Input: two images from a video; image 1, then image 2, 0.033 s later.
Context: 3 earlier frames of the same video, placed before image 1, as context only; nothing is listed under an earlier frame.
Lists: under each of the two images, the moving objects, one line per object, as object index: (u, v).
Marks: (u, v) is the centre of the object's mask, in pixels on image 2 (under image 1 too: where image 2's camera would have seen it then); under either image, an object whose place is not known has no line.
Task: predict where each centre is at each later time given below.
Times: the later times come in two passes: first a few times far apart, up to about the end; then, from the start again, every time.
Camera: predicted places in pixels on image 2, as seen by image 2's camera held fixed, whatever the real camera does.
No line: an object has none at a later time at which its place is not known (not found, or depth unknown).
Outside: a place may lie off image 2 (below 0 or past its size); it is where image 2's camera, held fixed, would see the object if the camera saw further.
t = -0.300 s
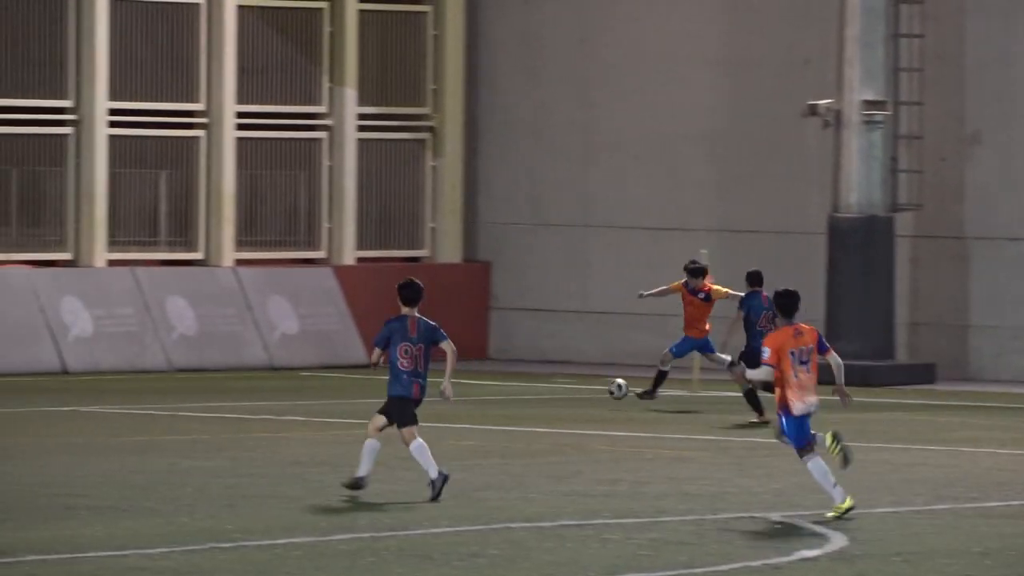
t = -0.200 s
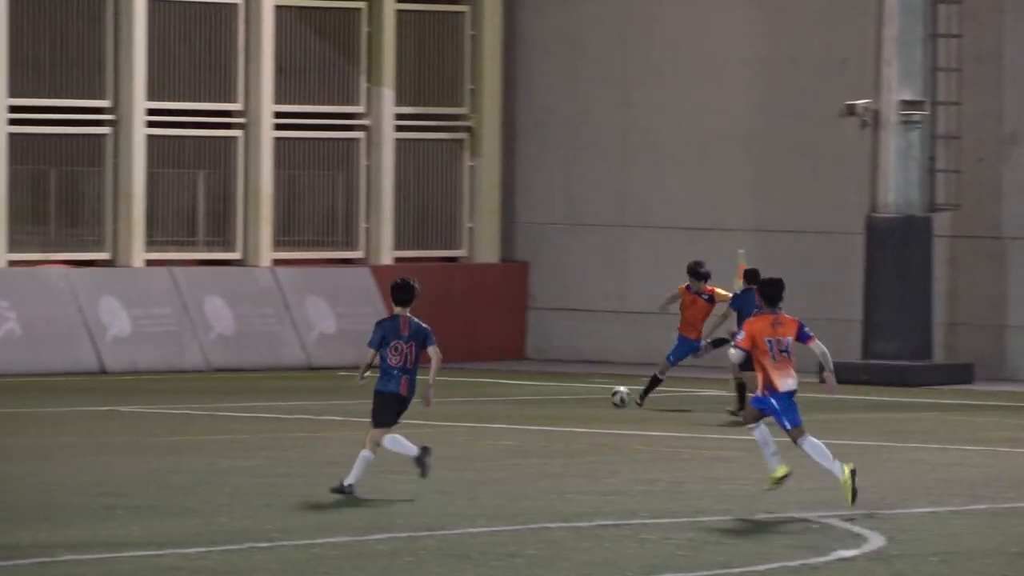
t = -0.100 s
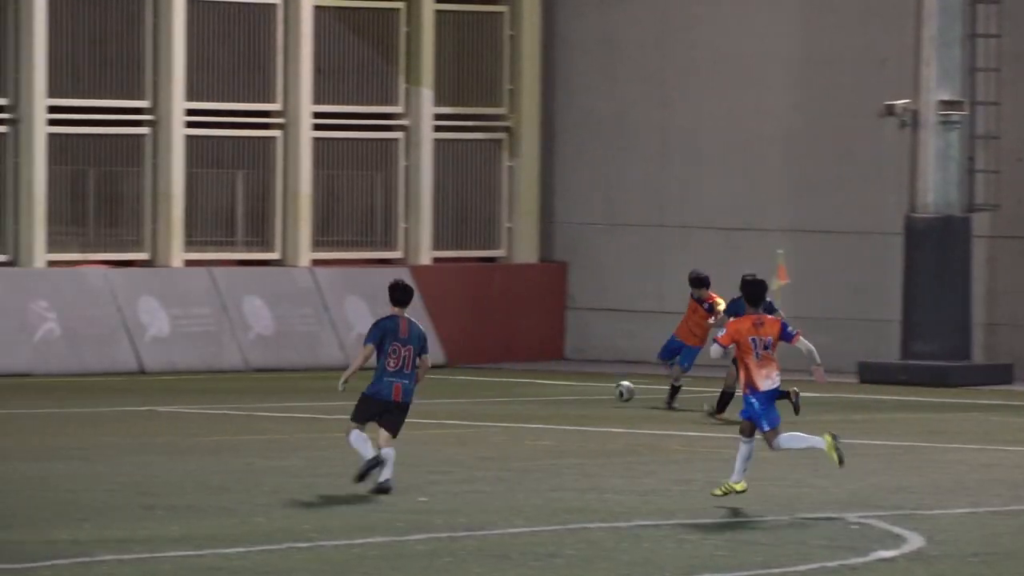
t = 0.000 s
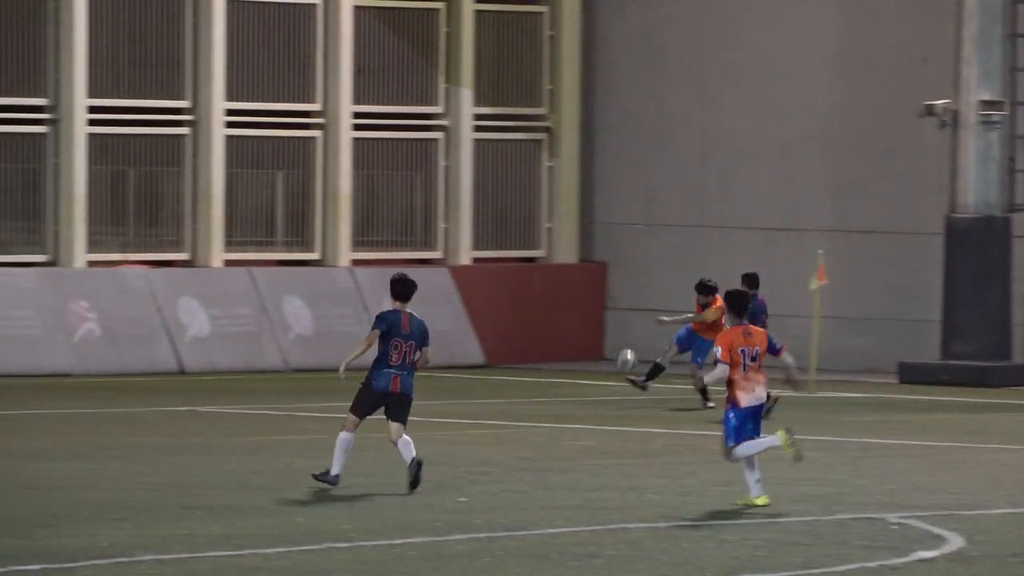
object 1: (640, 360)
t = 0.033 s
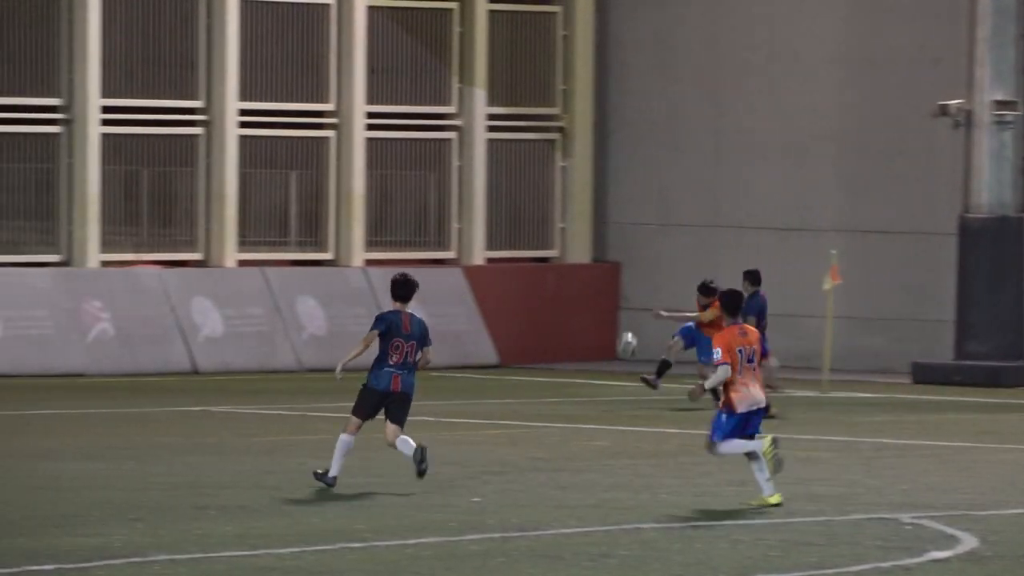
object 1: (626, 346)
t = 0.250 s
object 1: (544, 243)
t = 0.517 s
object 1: (454, 151)
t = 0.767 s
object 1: (378, 104)
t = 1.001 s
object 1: (311, 103)
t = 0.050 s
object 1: (620, 335)
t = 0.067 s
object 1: (614, 327)
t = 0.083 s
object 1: (608, 319)
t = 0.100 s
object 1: (601, 311)
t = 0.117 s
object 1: (595, 303)
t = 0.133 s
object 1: (589, 295)
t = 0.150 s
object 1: (583, 288)
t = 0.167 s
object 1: (576, 279)
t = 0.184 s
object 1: (570, 272)
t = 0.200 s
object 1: (563, 265)
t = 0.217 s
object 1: (557, 257)
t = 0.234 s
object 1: (551, 250)
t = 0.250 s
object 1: (544, 243)
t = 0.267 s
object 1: (539, 236)
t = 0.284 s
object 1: (533, 229)
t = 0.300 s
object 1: (528, 223)
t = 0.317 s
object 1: (522, 216)
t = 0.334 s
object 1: (516, 210)
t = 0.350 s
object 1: (510, 204)
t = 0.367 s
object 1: (505, 198)
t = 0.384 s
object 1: (499, 192)
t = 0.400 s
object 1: (494, 186)
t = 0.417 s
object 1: (487, 180)
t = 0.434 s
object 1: (482, 175)
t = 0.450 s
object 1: (477, 171)
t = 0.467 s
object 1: (471, 166)
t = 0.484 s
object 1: (466, 160)
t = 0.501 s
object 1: (459, 155)
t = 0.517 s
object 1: (454, 151)
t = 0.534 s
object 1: (449, 147)
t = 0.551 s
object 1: (444, 142)
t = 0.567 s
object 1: (439, 138)
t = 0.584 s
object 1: (433, 134)
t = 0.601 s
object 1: (428, 130)
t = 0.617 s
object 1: (424, 127)
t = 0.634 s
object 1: (418, 124)
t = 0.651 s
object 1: (413, 121)
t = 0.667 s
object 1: (408, 118)
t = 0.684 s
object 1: (403, 115)
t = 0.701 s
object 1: (398, 113)
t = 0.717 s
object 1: (392, 110)
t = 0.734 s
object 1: (387, 108)
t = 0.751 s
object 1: (383, 106)
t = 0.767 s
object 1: (378, 104)
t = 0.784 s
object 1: (373, 102)
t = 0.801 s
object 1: (368, 101)
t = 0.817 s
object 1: (363, 100)
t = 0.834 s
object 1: (358, 99)
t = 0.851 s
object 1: (354, 98)
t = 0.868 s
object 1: (349, 98)
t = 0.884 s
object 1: (345, 98)
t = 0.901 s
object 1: (340, 98)
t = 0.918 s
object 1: (335, 98)
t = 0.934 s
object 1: (330, 98)
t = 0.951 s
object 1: (325, 99)
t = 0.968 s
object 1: (321, 100)
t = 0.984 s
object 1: (316, 101)
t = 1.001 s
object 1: (311, 103)
